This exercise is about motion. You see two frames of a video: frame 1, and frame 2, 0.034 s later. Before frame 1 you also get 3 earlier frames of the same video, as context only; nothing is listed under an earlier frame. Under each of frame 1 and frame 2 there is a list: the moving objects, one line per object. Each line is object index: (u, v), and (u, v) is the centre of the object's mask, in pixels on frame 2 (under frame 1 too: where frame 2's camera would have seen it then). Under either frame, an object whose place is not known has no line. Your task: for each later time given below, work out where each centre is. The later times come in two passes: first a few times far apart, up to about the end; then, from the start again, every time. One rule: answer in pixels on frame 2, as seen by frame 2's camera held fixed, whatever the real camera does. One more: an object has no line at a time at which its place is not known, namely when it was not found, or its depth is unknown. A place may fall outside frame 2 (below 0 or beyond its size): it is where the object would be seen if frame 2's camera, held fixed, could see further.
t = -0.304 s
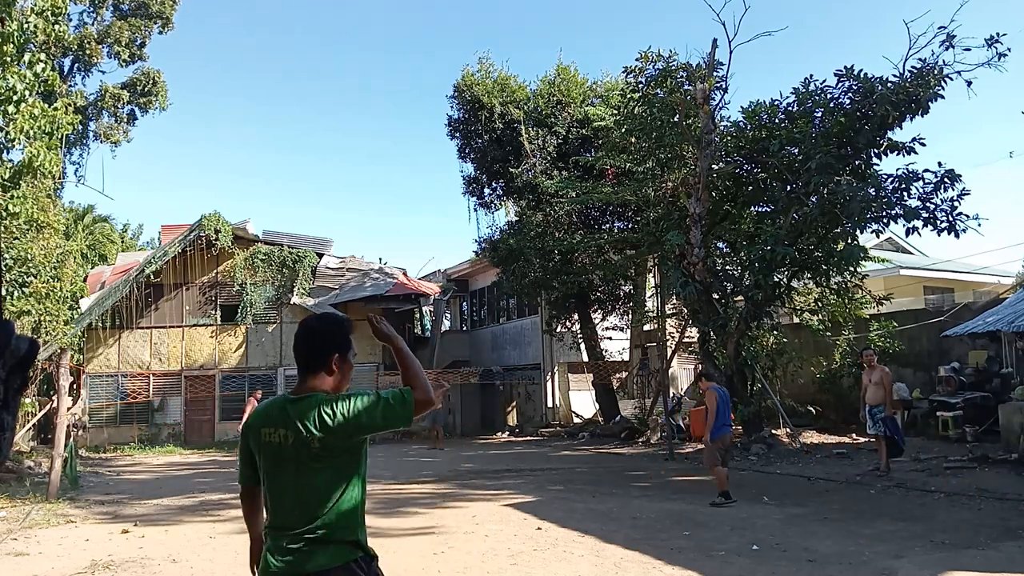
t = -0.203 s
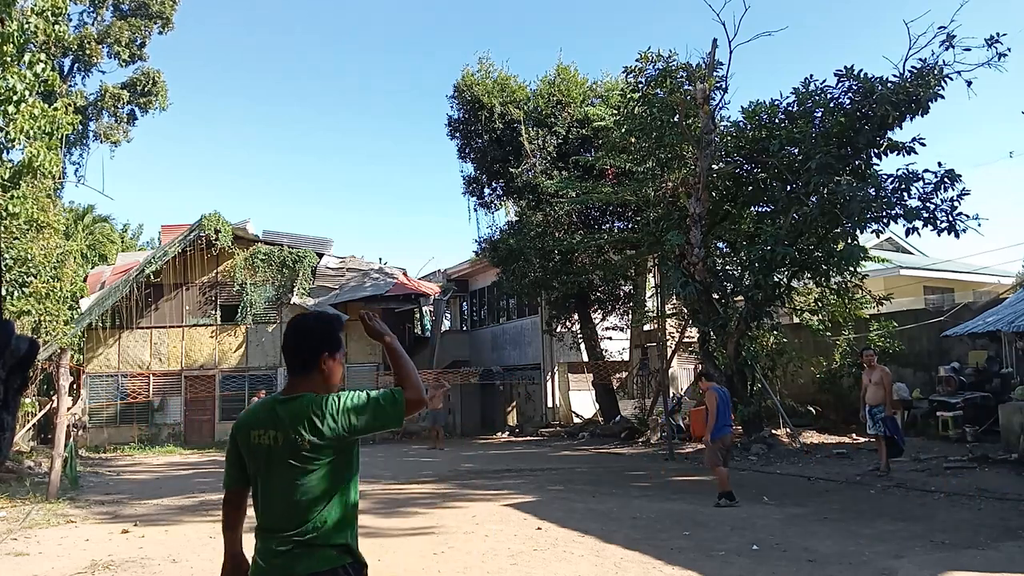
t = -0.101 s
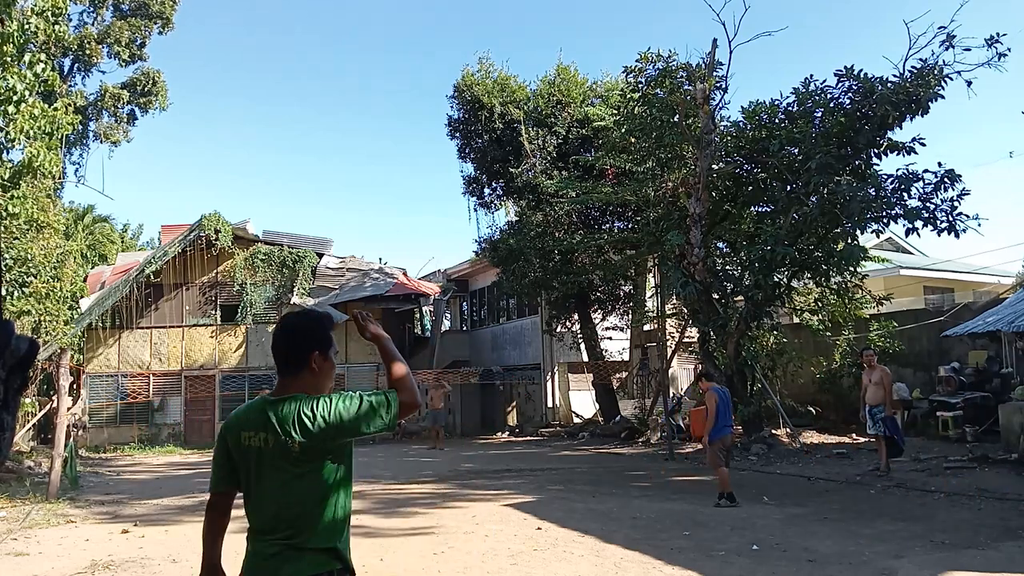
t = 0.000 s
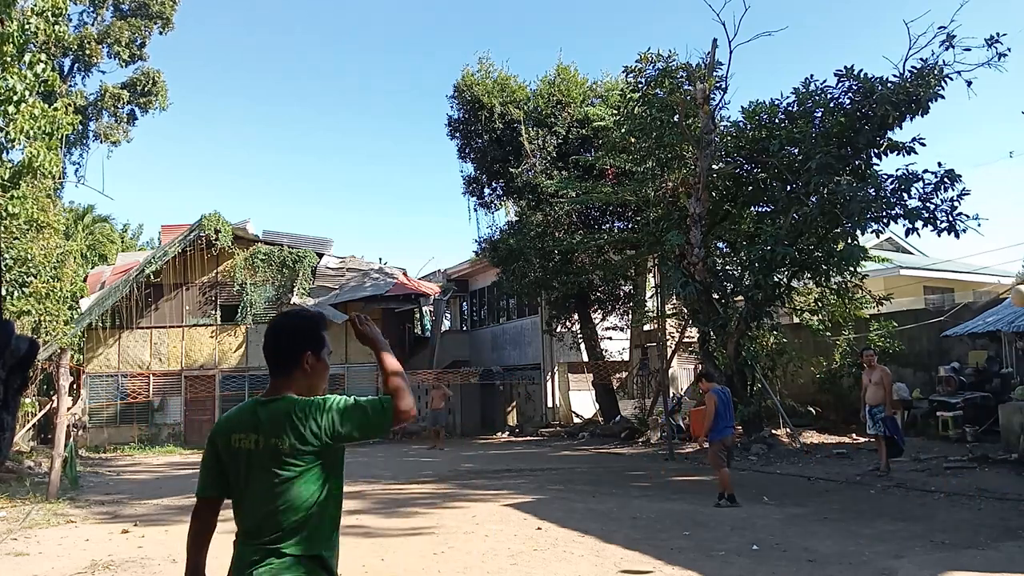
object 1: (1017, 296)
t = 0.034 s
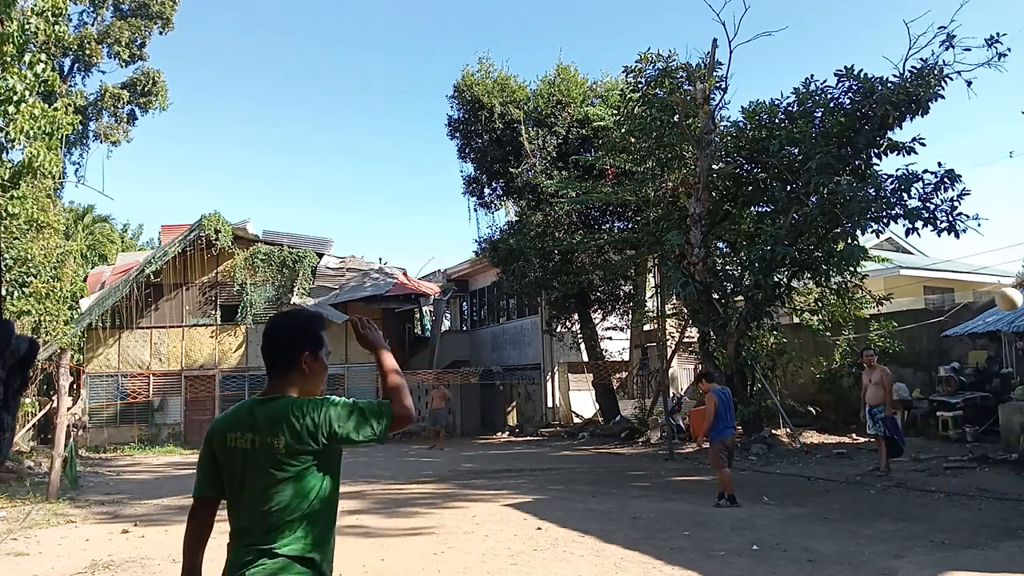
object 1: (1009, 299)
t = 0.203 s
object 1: (926, 344)
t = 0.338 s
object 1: (842, 431)
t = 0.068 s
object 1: (994, 304)
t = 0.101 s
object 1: (978, 310)
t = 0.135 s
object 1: (962, 319)
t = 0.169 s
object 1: (944, 331)
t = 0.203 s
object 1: (926, 344)
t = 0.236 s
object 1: (907, 360)
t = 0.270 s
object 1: (887, 380)
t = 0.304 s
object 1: (864, 403)
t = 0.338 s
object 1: (842, 431)
